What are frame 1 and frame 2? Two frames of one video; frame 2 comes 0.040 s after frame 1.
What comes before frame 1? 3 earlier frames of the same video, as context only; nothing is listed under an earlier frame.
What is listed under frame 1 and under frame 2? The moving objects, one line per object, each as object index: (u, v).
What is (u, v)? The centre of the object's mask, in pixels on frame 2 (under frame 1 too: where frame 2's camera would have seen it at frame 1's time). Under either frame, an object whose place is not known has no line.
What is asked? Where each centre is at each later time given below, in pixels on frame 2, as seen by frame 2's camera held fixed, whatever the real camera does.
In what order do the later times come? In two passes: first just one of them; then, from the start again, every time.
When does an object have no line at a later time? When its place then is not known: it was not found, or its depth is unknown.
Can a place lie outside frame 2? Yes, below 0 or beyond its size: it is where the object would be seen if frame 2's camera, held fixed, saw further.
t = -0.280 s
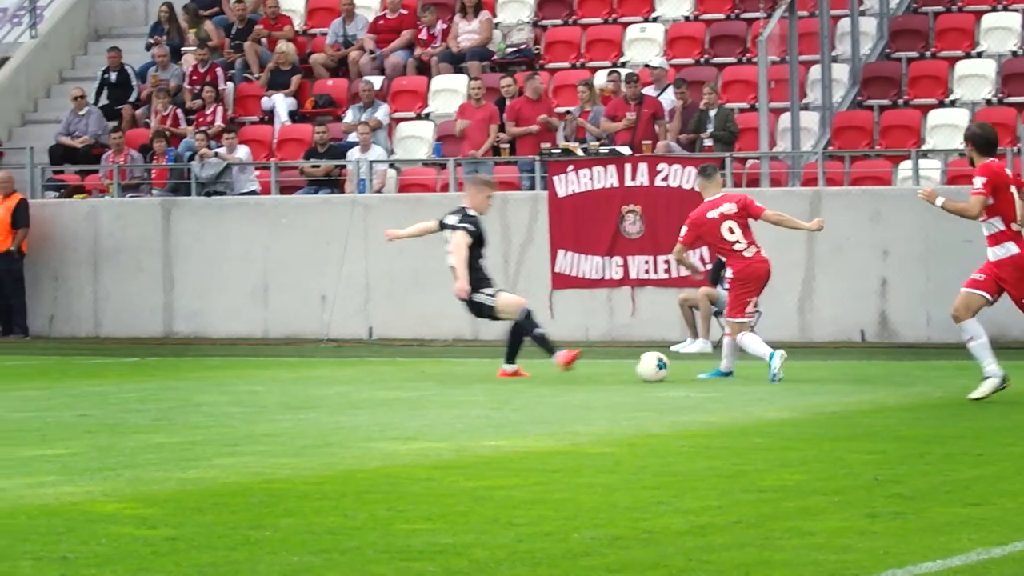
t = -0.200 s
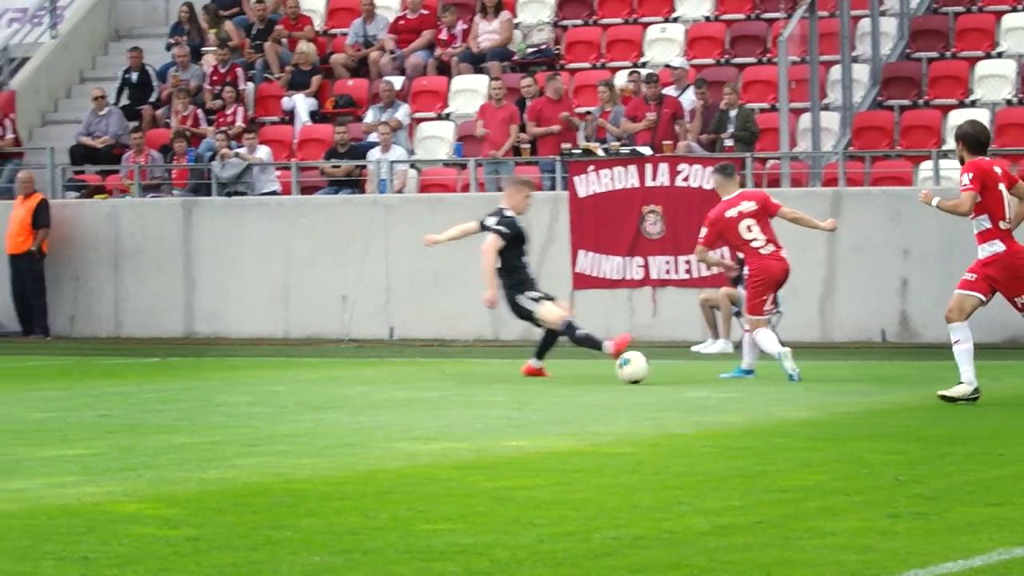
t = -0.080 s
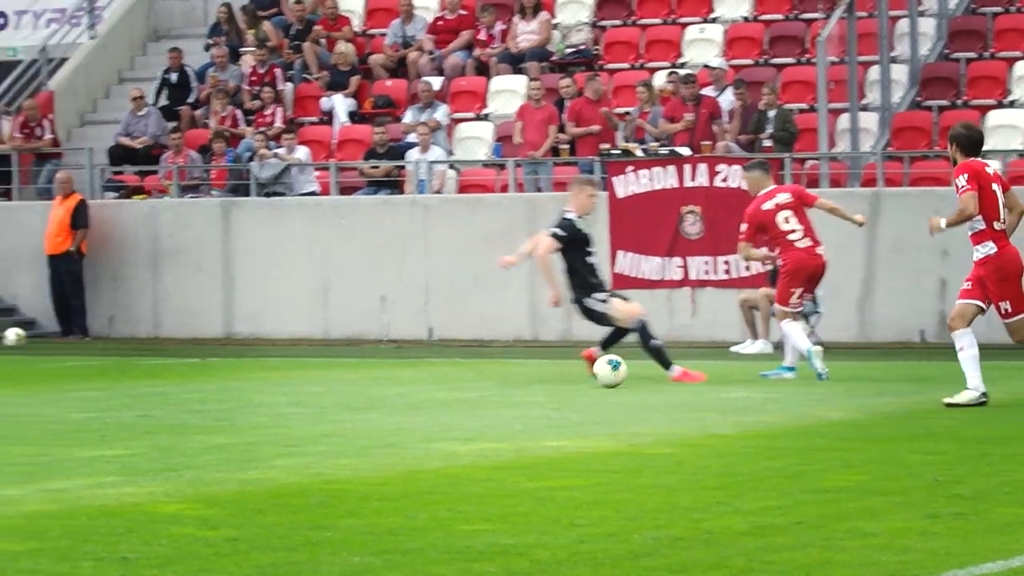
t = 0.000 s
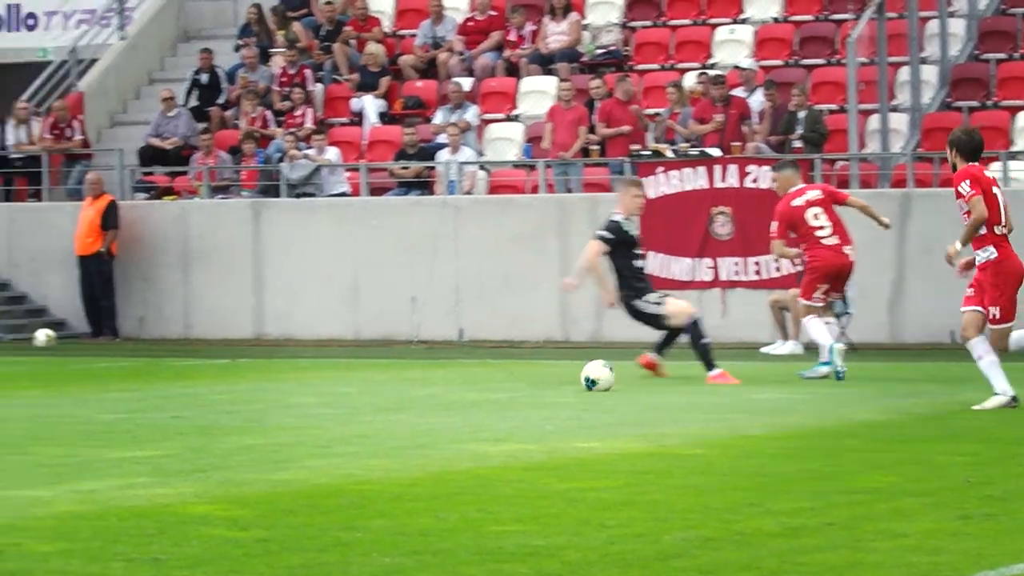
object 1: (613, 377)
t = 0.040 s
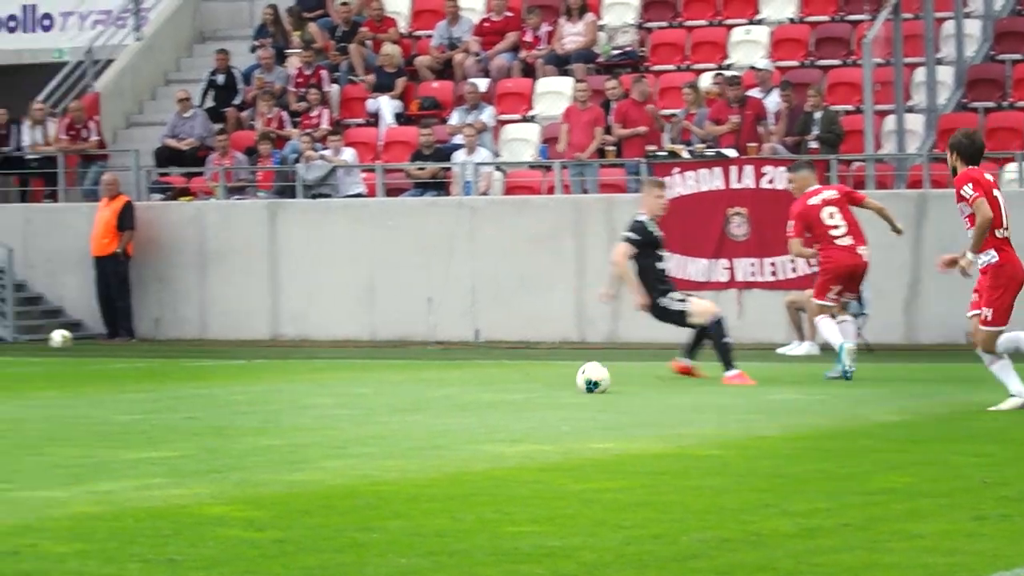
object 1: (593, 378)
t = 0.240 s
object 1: (493, 380)
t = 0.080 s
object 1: (573, 378)
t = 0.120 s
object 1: (553, 378)
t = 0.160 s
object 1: (533, 378)
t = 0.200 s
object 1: (513, 379)
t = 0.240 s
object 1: (493, 380)
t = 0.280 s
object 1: (472, 381)
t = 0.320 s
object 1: (452, 382)
